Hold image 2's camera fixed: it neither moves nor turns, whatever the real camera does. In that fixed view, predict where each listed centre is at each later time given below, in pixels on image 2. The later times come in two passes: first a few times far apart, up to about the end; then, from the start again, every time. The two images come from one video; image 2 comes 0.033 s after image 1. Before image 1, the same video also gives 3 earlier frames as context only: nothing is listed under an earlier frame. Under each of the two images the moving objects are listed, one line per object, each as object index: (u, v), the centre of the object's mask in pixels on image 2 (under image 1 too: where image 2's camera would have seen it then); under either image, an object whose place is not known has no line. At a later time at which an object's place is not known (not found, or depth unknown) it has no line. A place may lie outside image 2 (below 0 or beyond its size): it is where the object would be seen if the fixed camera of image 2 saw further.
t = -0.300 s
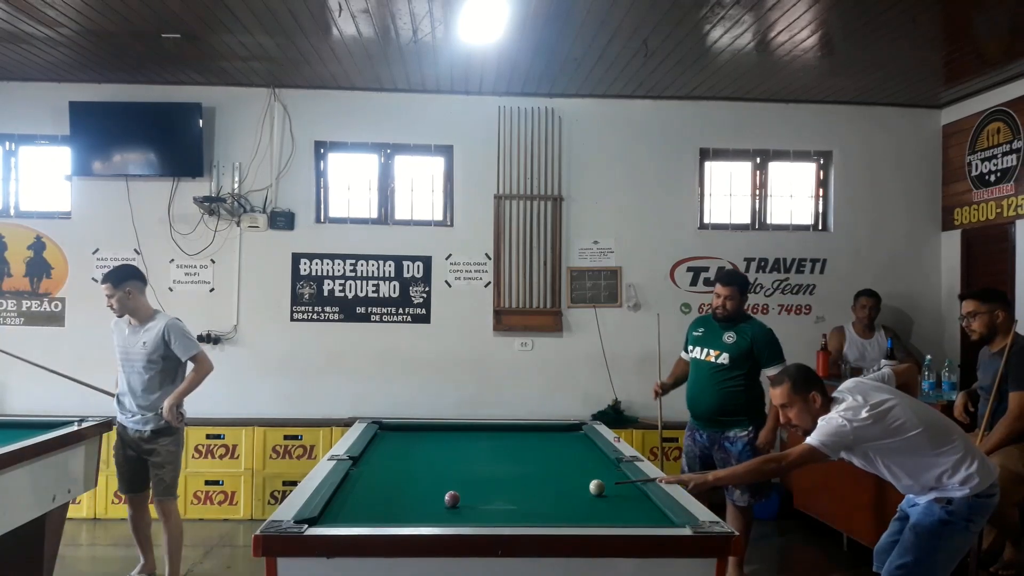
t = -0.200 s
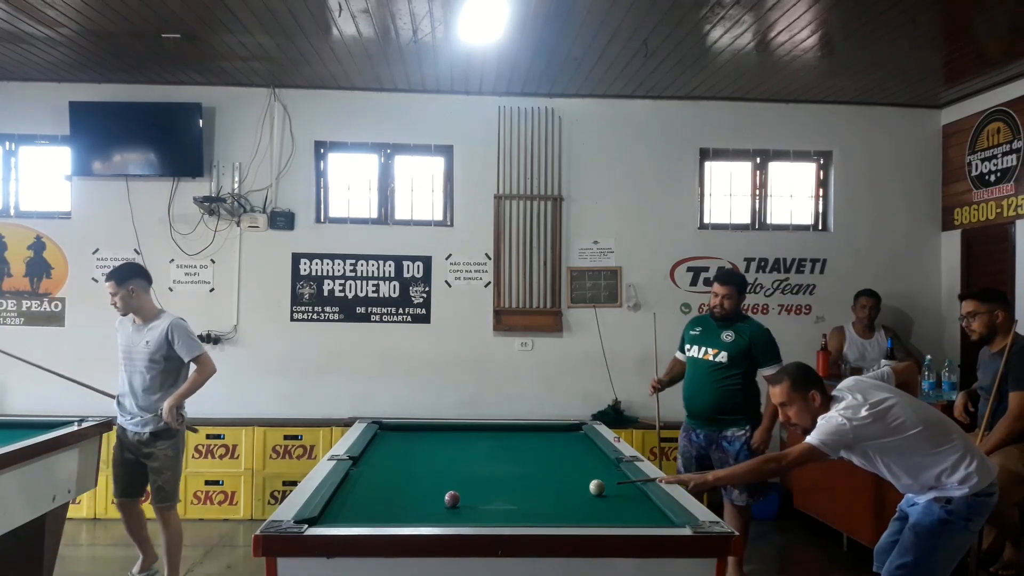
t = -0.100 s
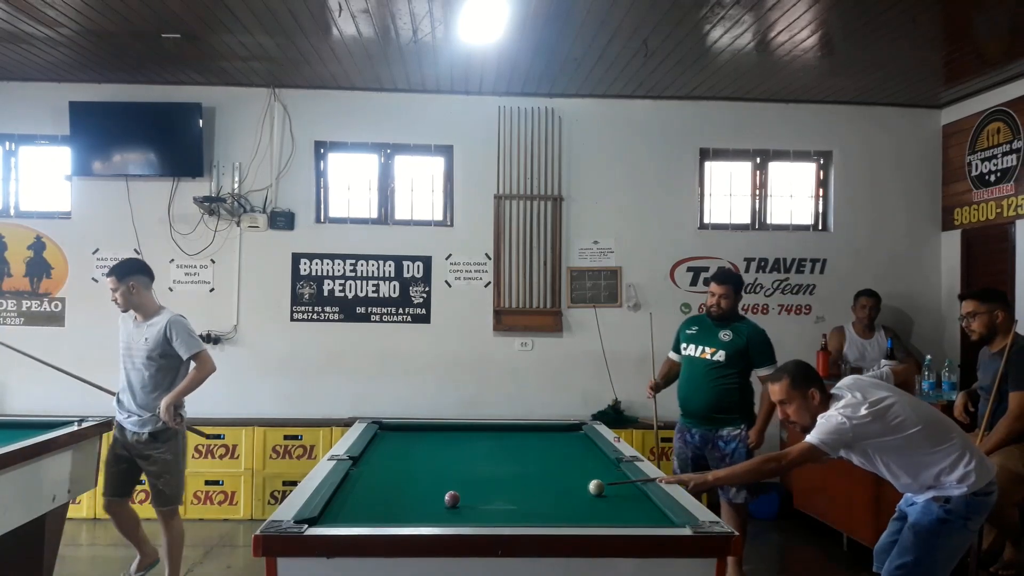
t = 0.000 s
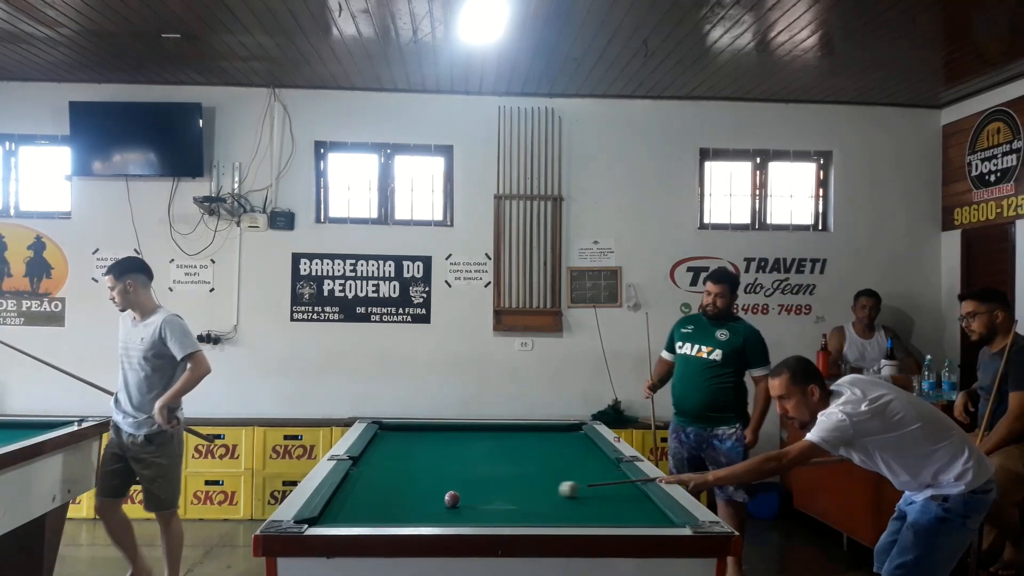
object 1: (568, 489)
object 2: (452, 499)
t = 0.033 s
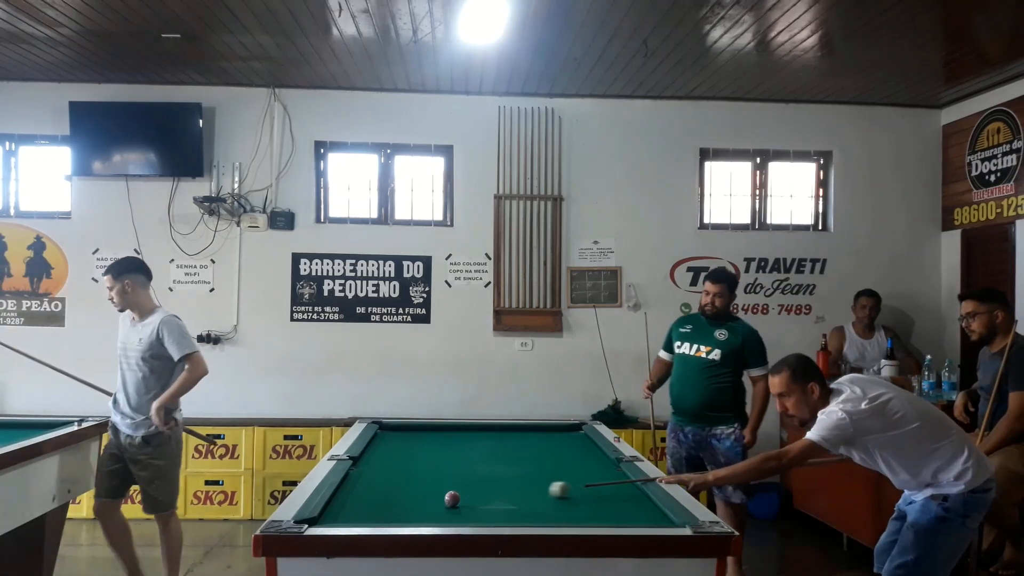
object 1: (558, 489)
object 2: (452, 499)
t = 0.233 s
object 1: (500, 493)
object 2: (452, 499)
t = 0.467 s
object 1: (447, 495)
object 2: (430, 503)
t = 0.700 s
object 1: (410, 493)
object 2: (394, 510)
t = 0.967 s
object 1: (372, 491)
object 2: (351, 516)
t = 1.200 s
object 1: (345, 490)
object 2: (313, 521)
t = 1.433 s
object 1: (367, 489)
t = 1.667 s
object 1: (385, 488)
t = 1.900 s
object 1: (402, 487)
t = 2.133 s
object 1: (417, 486)
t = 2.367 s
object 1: (430, 486)
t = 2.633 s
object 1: (443, 485)
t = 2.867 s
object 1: (452, 485)
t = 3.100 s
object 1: (459, 484)
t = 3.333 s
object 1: (464, 484)
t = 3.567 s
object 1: (468, 484)
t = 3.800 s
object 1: (470, 484)
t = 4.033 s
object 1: (470, 484)
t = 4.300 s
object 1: (470, 484)
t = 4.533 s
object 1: (470, 484)
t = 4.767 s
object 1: (470, 484)
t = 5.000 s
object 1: (470, 484)
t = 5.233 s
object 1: (470, 484)
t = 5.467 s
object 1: (470, 484)
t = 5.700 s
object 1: (470, 484)
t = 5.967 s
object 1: (471, 484)
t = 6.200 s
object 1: (471, 484)
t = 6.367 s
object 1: (470, 484)
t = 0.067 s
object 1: (549, 490)
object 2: (452, 499)
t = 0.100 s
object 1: (539, 490)
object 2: (452, 499)
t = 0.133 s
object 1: (529, 491)
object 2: (452, 499)
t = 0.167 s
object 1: (520, 491)
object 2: (452, 499)
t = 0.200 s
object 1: (510, 492)
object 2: (452, 499)
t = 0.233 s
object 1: (500, 493)
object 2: (452, 499)
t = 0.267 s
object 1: (490, 493)
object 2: (452, 499)
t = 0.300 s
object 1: (481, 494)
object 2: (452, 499)
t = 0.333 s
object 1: (471, 494)
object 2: (452, 499)
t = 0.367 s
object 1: (463, 495)
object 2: (450, 499)
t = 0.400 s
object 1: (458, 495)
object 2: (442, 501)
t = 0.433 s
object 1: (452, 495)
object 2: (436, 502)
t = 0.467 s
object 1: (447, 495)
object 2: (430, 503)
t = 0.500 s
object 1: (441, 494)
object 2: (425, 504)
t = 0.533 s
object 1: (436, 494)
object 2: (420, 505)
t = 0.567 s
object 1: (431, 494)
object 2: (414, 506)
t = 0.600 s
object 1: (426, 494)
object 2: (409, 507)
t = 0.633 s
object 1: (420, 493)
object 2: (404, 508)
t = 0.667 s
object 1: (415, 493)
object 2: (399, 509)
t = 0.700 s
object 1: (410, 493)
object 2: (394, 510)
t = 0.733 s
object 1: (405, 493)
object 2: (389, 511)
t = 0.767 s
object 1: (400, 493)
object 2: (383, 512)
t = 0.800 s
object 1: (395, 493)
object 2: (378, 513)
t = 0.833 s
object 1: (390, 492)
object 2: (373, 514)
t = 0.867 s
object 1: (386, 492)
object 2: (368, 515)
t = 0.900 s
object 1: (381, 492)
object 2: (362, 515)
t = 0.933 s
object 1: (376, 491)
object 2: (356, 516)
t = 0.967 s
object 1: (372, 491)
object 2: (351, 516)
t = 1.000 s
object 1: (367, 491)
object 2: (346, 517)
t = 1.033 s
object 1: (362, 491)
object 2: (340, 518)
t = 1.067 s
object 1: (358, 491)
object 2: (335, 518)
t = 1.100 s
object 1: (353, 490)
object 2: (329, 519)
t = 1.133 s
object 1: (349, 490)
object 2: (323, 520)
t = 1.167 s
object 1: (345, 490)
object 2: (317, 521)
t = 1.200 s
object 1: (345, 490)
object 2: (313, 521)
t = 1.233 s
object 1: (348, 490)
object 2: (309, 521)
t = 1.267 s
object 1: (351, 490)
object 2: (306, 522)
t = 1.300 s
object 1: (355, 489)
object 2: (302, 523)
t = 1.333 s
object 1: (358, 489)
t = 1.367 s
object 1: (361, 489)
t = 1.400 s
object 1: (364, 489)
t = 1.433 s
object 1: (367, 489)
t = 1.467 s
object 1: (369, 489)
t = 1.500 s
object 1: (372, 489)
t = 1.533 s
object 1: (375, 488)
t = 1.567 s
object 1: (378, 488)
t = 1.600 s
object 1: (380, 488)
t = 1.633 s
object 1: (383, 488)
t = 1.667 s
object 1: (385, 488)
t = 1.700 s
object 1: (388, 488)
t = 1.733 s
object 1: (390, 488)
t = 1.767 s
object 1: (392, 487)
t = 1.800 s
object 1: (395, 487)
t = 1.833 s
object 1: (397, 487)
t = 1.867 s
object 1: (400, 487)
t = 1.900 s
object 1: (402, 487)
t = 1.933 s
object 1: (404, 487)
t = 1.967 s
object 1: (407, 487)
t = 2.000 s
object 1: (409, 487)
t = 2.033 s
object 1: (411, 486)
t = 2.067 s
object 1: (413, 486)
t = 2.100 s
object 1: (415, 486)
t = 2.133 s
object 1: (417, 486)
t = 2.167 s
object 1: (419, 486)
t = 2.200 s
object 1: (421, 486)
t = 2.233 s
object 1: (423, 486)
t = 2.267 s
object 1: (425, 486)
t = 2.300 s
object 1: (426, 486)
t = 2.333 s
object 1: (428, 486)
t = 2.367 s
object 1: (430, 486)
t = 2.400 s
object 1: (432, 486)
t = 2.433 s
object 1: (433, 486)
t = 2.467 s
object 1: (435, 485)
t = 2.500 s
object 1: (437, 485)
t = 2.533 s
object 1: (438, 485)
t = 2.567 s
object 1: (440, 485)
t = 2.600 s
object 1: (441, 485)
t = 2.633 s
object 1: (443, 485)
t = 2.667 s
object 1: (444, 485)
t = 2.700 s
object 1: (445, 485)
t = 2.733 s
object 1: (447, 485)
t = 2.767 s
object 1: (448, 485)
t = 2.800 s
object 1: (449, 485)
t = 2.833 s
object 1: (451, 485)
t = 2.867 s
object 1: (452, 485)
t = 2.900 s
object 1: (453, 485)
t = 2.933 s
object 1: (454, 485)
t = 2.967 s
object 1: (455, 485)
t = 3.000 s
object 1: (456, 485)
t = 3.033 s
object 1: (457, 484)
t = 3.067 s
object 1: (458, 484)
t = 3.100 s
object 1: (459, 484)
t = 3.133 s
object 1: (460, 484)
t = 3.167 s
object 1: (461, 484)
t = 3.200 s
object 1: (461, 484)
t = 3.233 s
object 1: (462, 484)
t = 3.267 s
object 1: (463, 484)
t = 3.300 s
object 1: (464, 484)
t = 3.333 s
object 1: (464, 484)
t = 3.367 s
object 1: (465, 484)
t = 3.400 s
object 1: (466, 484)
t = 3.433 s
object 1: (466, 484)
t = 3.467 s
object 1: (467, 484)
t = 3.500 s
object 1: (467, 484)
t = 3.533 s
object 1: (468, 484)
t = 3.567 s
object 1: (468, 484)
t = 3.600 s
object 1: (469, 484)
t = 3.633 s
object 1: (469, 484)
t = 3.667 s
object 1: (469, 484)
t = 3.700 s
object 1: (470, 484)
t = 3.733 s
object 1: (470, 484)
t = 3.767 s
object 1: (470, 484)
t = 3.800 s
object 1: (470, 484)
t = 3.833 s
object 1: (470, 484)
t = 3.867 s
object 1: (470, 484)
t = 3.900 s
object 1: (470, 484)
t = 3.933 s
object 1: (470, 484)
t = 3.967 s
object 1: (471, 484)
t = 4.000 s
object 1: (470, 484)
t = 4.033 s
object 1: (470, 484)
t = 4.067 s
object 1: (470, 484)
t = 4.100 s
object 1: (471, 484)
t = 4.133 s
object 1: (470, 484)
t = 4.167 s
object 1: (471, 484)
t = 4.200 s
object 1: (470, 484)
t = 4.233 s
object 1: (471, 484)
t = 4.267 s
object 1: (470, 484)
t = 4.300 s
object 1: (470, 484)
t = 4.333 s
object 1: (471, 484)
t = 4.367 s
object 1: (470, 484)
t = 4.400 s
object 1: (470, 484)
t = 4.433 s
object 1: (470, 484)
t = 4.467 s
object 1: (471, 484)
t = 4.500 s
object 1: (470, 484)
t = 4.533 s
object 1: (470, 484)
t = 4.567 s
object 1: (471, 484)
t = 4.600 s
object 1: (470, 484)
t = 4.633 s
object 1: (470, 484)
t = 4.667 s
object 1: (470, 484)
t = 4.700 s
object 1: (470, 484)
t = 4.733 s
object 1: (471, 484)
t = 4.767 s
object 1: (470, 484)
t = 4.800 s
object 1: (470, 484)
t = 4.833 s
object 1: (470, 484)
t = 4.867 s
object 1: (470, 484)
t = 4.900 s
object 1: (470, 484)
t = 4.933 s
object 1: (470, 484)
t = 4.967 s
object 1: (470, 484)
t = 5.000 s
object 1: (470, 484)
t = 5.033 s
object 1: (471, 484)
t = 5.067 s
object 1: (470, 484)
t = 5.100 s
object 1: (470, 484)
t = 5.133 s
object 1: (470, 484)
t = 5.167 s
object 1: (471, 484)
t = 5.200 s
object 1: (471, 484)
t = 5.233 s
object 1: (470, 484)
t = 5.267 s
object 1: (471, 484)
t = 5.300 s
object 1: (471, 484)
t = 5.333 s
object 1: (471, 484)
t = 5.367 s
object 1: (470, 484)
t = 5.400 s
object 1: (470, 484)
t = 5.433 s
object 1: (471, 484)
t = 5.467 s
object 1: (470, 484)
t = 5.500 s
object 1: (470, 484)
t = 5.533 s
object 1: (470, 484)
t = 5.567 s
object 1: (470, 484)
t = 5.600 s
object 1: (471, 484)
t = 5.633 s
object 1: (471, 484)
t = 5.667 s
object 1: (470, 484)
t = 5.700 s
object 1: (470, 484)
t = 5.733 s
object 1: (470, 484)
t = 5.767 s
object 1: (471, 484)
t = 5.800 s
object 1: (471, 484)
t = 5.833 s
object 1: (470, 484)
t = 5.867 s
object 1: (471, 484)
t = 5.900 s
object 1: (470, 484)
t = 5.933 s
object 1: (471, 484)
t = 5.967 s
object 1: (471, 484)
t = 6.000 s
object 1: (470, 484)
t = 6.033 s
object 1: (470, 484)
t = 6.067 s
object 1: (470, 484)
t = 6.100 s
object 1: (471, 484)
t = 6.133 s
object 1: (471, 484)
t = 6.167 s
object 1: (470, 484)
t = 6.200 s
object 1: (471, 484)
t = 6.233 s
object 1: (470, 484)
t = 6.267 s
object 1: (471, 484)
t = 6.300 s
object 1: (470, 484)
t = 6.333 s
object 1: (470, 484)
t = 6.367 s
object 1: (470, 484)
